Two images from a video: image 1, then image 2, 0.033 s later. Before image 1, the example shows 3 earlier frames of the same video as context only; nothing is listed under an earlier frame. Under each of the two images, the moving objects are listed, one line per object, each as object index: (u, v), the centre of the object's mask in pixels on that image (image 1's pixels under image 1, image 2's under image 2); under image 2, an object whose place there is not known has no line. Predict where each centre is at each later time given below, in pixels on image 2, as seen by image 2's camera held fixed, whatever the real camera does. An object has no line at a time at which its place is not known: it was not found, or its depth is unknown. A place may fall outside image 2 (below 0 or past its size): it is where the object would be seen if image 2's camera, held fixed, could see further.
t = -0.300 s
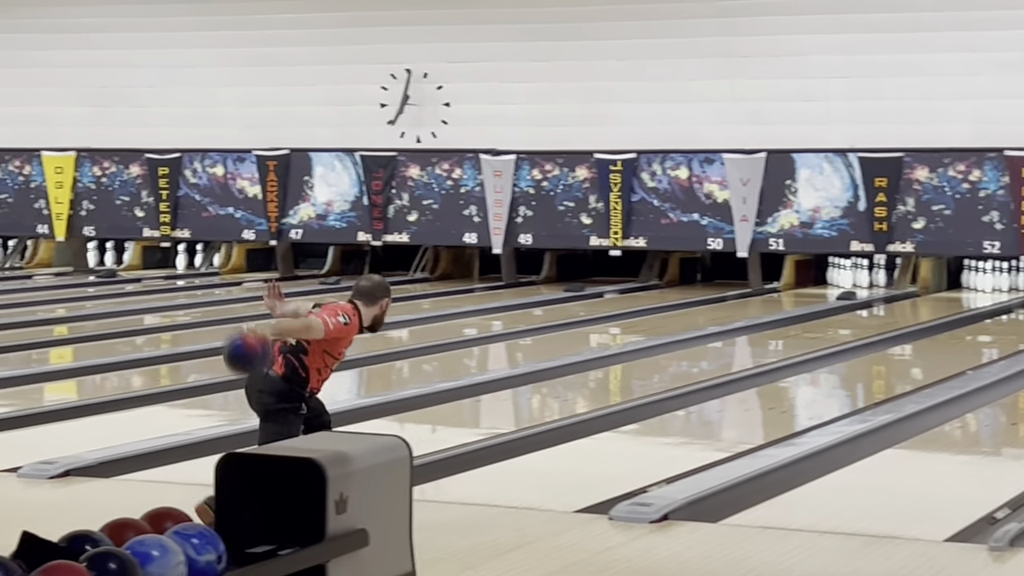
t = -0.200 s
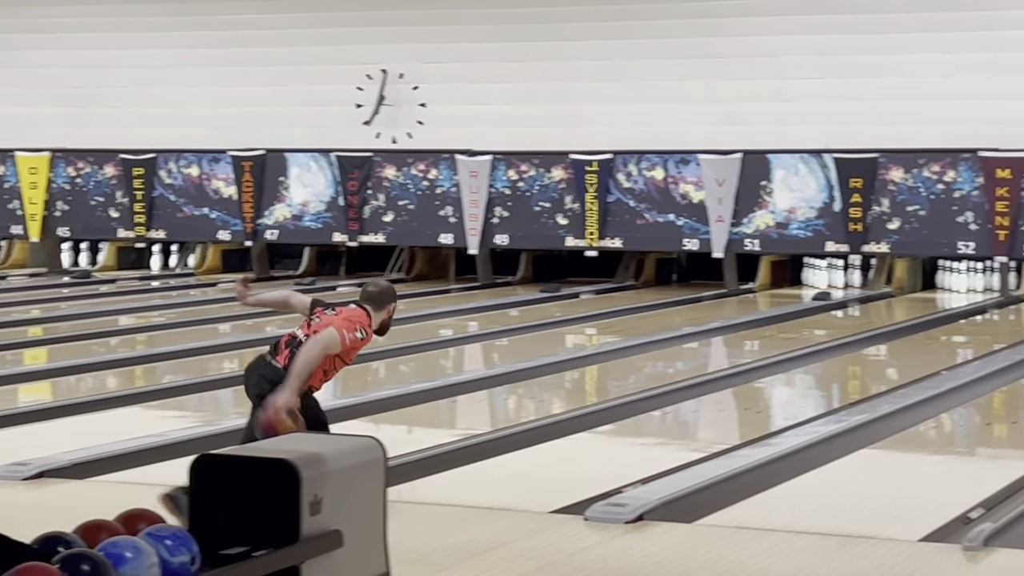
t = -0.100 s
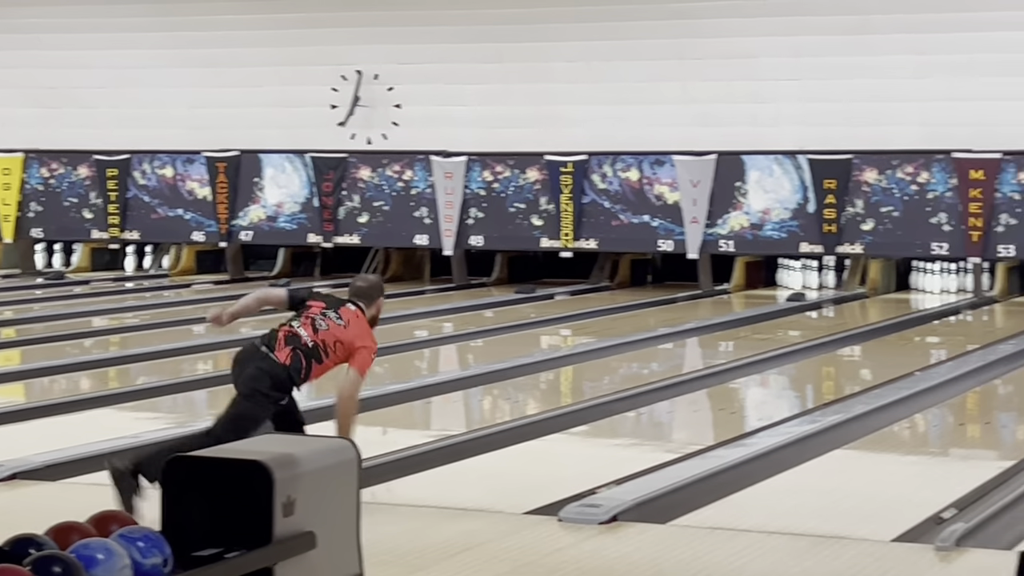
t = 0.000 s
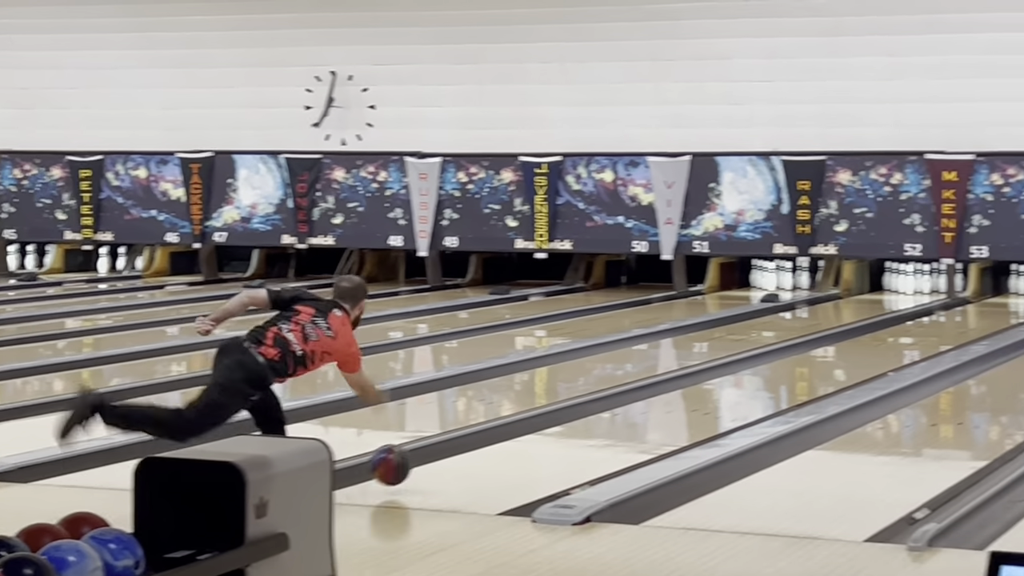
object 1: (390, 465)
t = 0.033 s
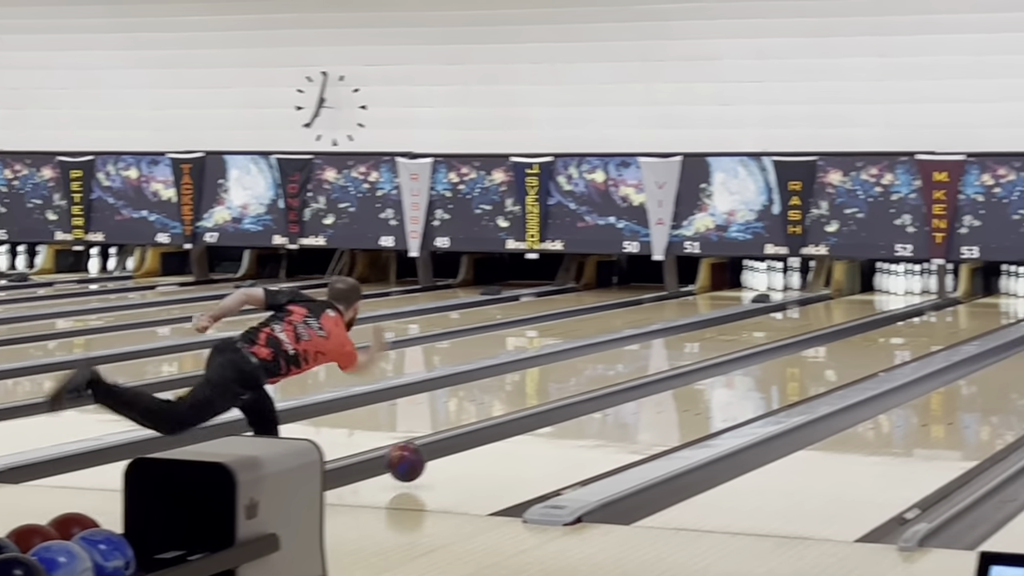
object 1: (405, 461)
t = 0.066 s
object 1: (430, 459)
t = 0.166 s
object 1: (497, 445)
